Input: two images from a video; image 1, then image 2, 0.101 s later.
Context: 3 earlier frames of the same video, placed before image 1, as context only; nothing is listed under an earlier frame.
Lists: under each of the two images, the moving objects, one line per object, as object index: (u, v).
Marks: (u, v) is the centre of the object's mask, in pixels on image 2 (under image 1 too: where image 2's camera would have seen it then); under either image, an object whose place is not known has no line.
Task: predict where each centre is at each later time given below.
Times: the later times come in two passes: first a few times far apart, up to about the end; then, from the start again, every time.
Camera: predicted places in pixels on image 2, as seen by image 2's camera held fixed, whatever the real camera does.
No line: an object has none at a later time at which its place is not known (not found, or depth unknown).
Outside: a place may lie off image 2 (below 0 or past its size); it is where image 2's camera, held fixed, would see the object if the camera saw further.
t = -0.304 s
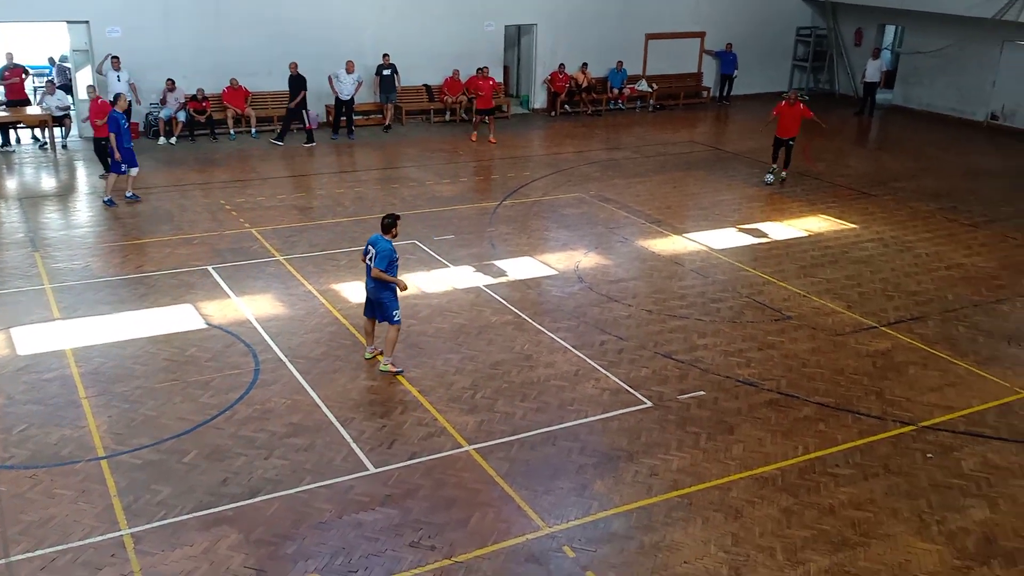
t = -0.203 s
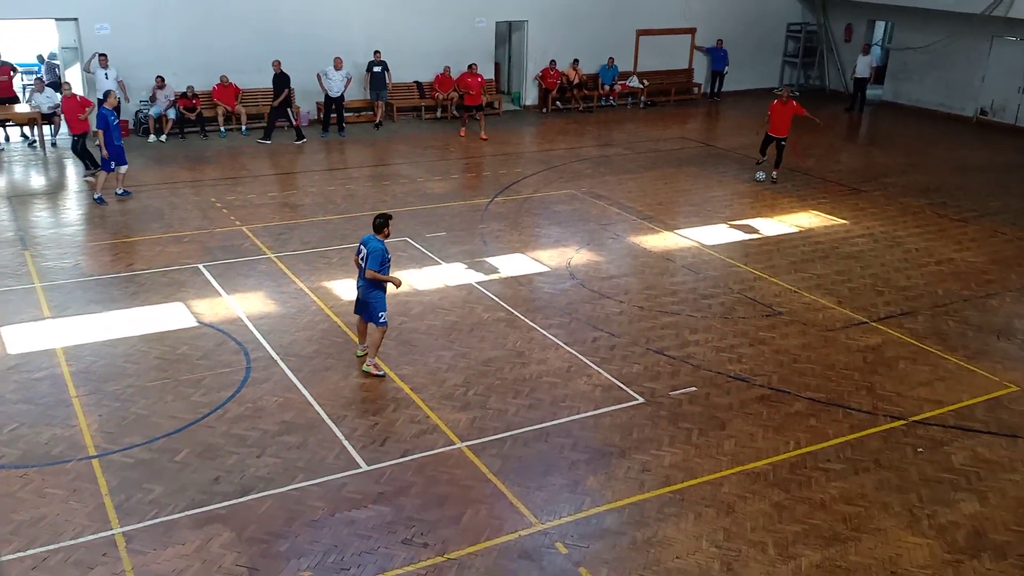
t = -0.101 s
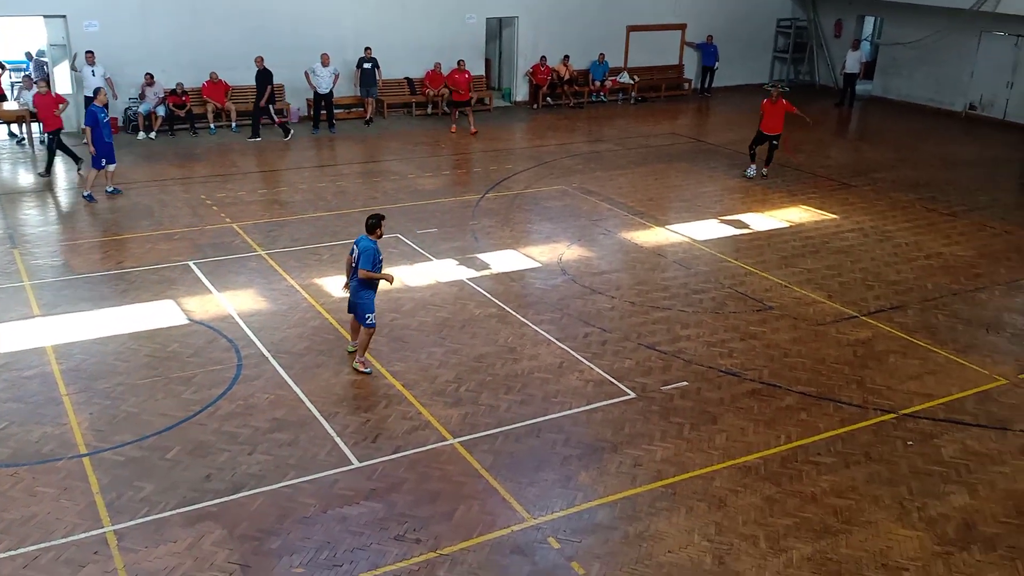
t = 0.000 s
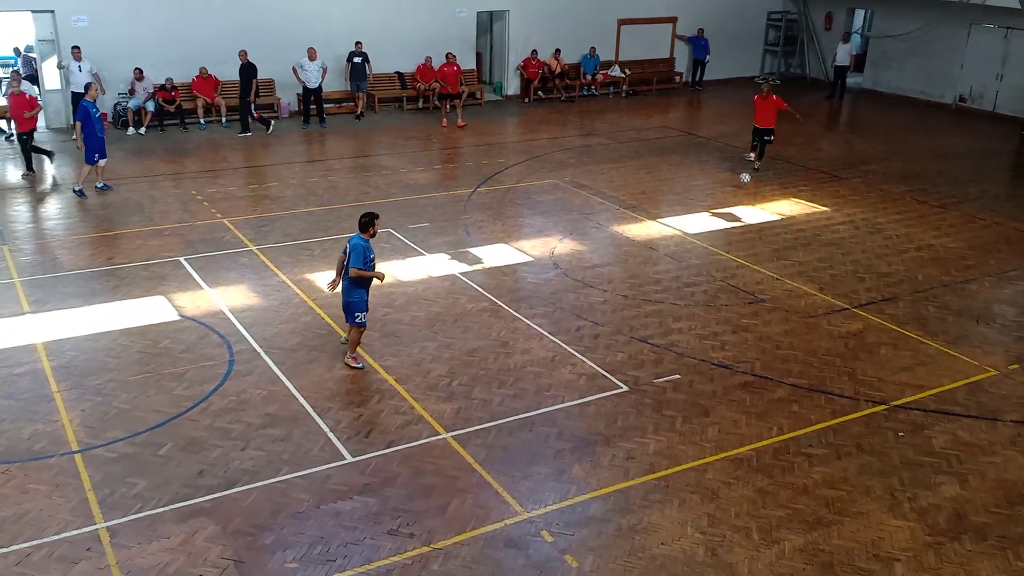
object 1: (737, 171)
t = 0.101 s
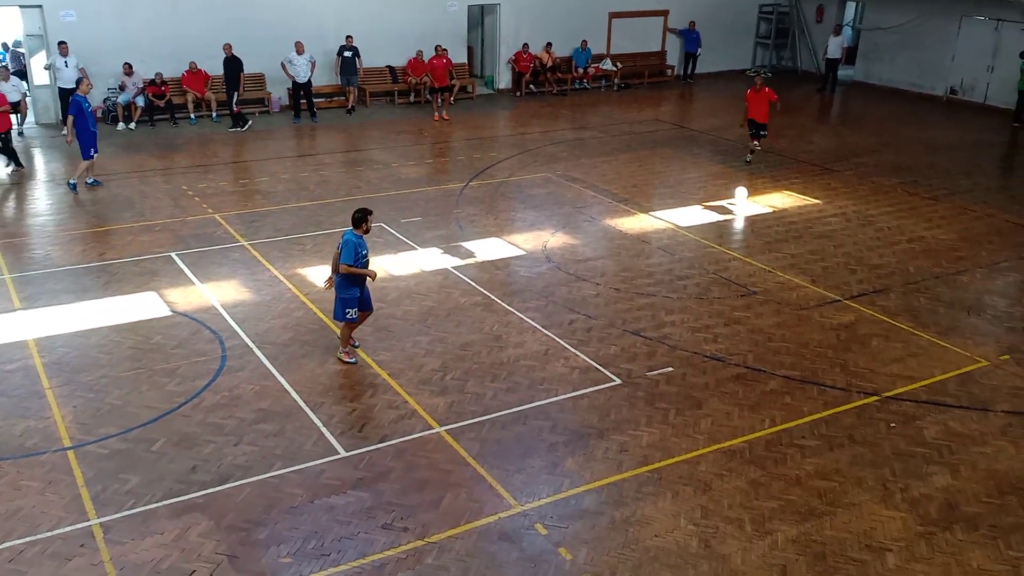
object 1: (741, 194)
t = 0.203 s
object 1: (746, 227)
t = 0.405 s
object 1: (762, 298)
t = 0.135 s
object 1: (741, 203)
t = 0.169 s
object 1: (743, 215)
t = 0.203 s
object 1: (746, 227)
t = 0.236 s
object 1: (748, 240)
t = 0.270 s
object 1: (750, 249)
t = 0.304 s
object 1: (753, 258)
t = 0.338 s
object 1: (756, 270)
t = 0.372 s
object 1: (759, 283)
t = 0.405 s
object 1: (762, 298)
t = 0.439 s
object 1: (766, 314)
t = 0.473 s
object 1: (770, 326)
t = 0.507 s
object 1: (775, 339)
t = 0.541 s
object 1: (780, 355)
